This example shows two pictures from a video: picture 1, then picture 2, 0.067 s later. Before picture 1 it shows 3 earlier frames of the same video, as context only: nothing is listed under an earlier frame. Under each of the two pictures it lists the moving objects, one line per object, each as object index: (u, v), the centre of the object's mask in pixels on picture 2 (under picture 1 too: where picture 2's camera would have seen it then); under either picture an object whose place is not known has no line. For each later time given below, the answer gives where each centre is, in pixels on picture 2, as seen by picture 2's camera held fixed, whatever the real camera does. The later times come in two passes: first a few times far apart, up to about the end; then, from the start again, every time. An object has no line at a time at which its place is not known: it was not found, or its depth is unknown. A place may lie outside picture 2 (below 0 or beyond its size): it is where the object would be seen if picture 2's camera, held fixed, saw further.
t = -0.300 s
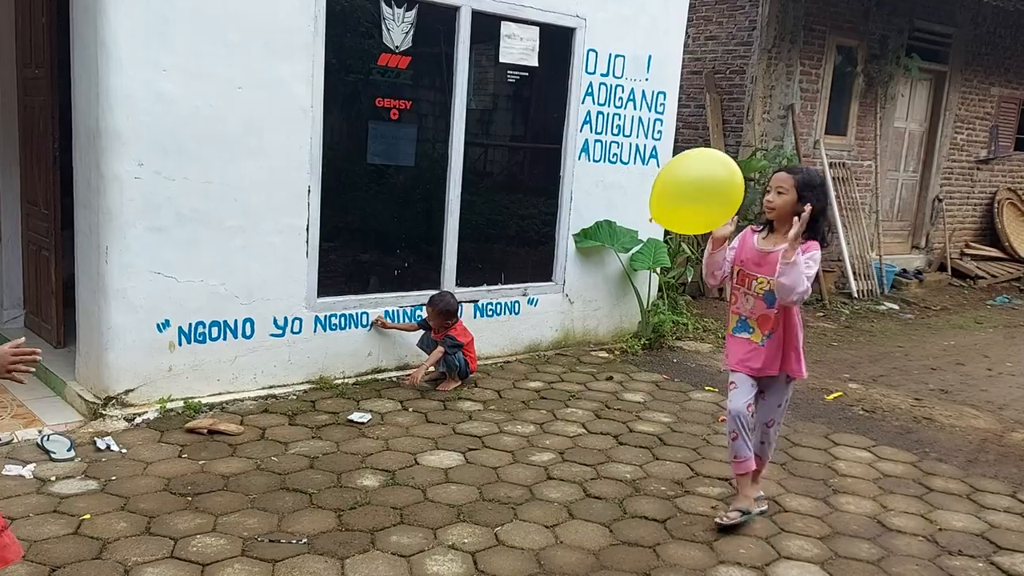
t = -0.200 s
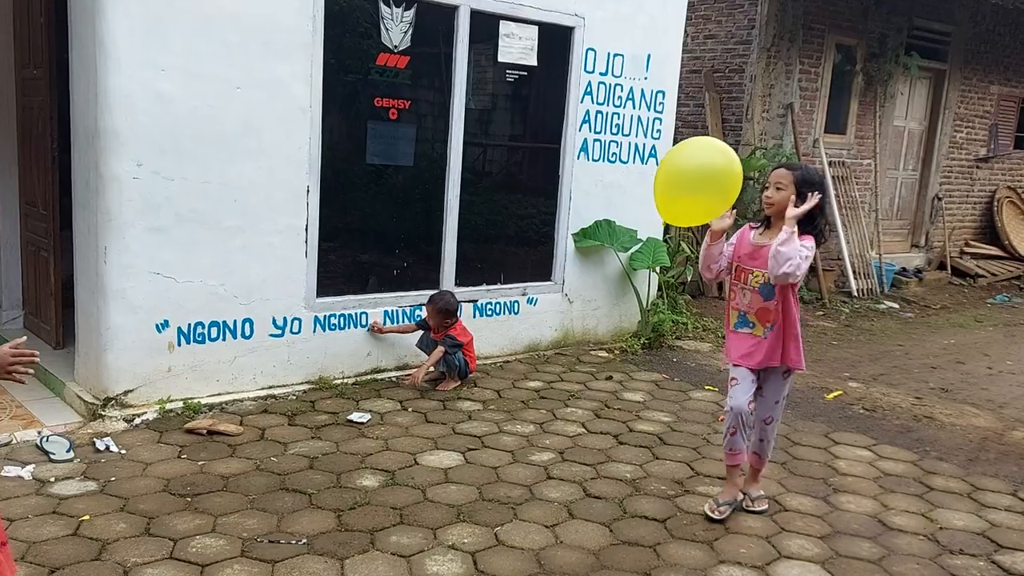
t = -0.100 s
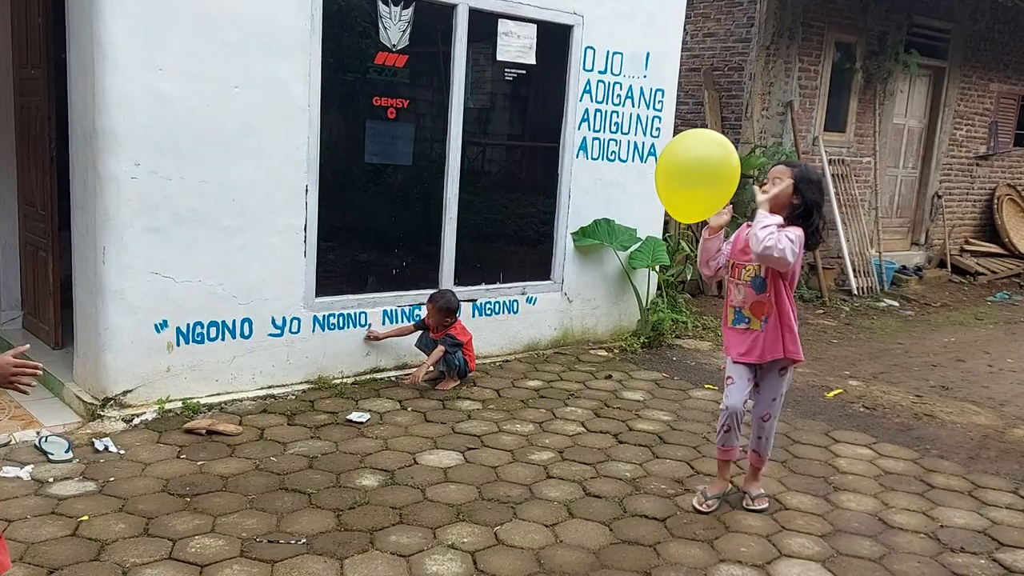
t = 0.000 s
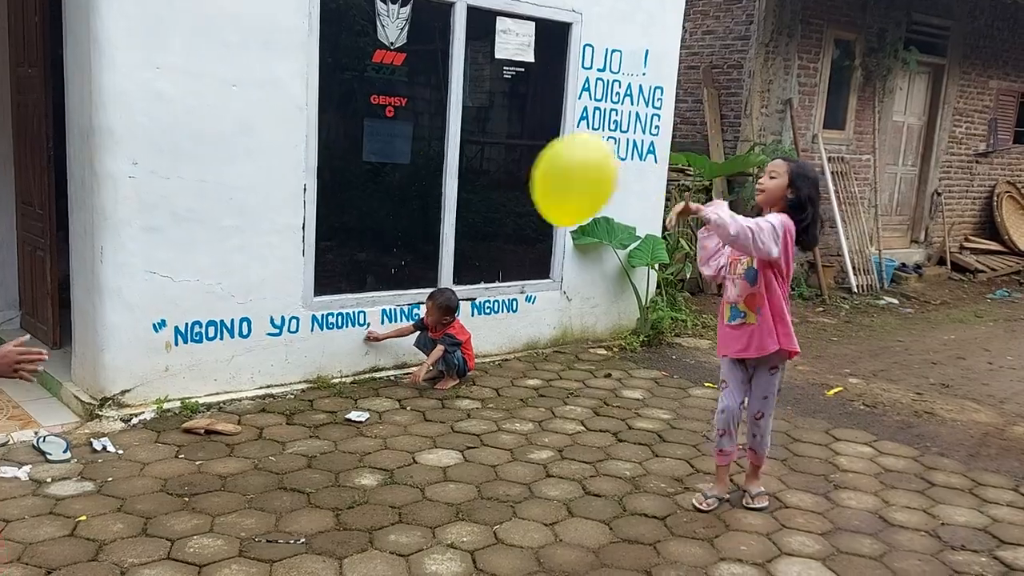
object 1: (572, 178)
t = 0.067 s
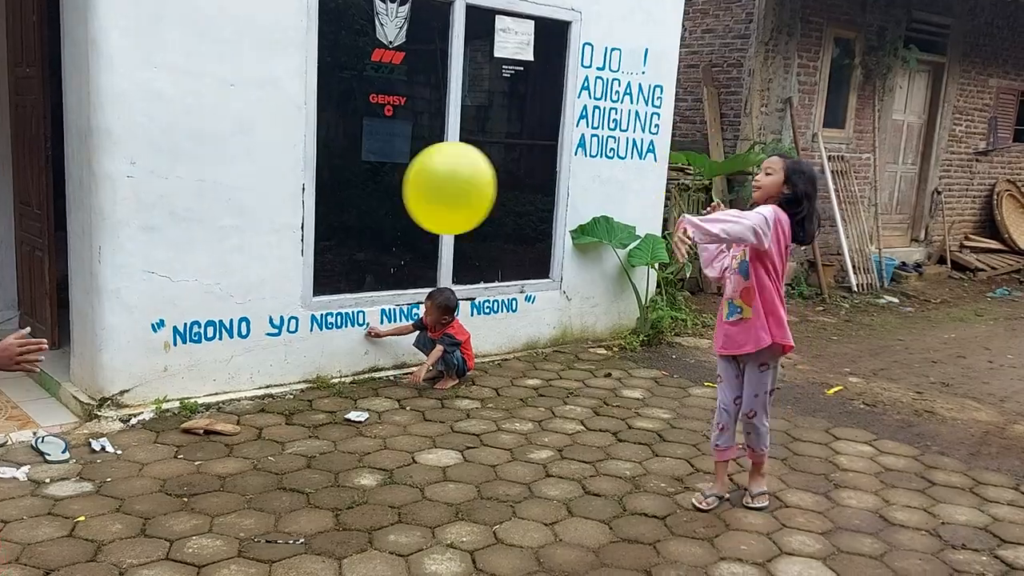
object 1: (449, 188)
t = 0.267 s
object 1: (275, 238)
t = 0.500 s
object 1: (216, 275)
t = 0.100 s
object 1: (397, 196)
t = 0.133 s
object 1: (358, 206)
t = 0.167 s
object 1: (329, 216)
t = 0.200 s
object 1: (307, 225)
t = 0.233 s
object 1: (290, 232)
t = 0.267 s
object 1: (275, 238)
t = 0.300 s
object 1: (263, 243)
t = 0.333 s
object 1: (252, 249)
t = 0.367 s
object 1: (243, 254)
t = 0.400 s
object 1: (235, 260)
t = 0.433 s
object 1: (228, 265)
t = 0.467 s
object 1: (222, 271)
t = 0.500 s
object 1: (216, 275)
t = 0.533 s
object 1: (211, 280)
